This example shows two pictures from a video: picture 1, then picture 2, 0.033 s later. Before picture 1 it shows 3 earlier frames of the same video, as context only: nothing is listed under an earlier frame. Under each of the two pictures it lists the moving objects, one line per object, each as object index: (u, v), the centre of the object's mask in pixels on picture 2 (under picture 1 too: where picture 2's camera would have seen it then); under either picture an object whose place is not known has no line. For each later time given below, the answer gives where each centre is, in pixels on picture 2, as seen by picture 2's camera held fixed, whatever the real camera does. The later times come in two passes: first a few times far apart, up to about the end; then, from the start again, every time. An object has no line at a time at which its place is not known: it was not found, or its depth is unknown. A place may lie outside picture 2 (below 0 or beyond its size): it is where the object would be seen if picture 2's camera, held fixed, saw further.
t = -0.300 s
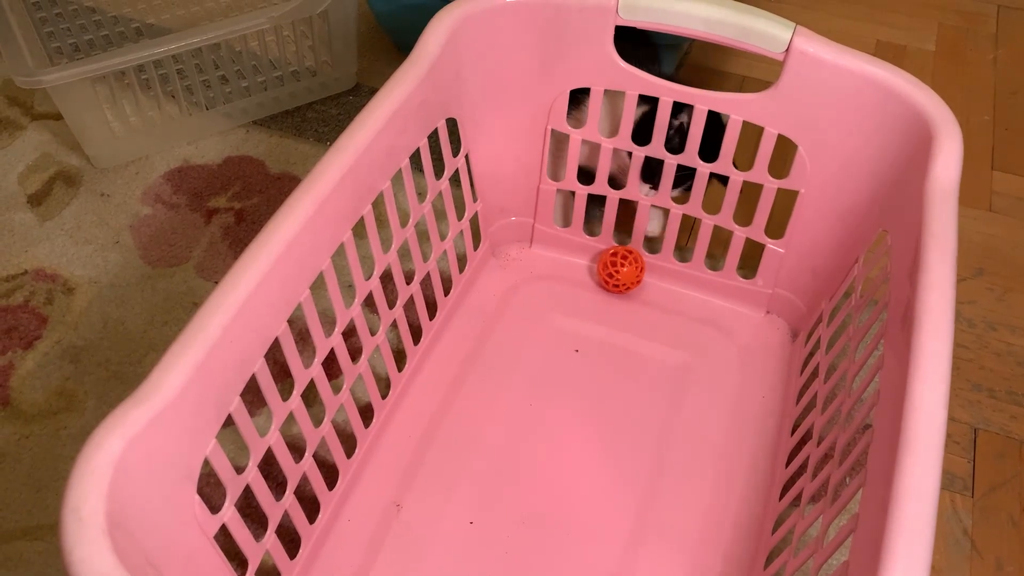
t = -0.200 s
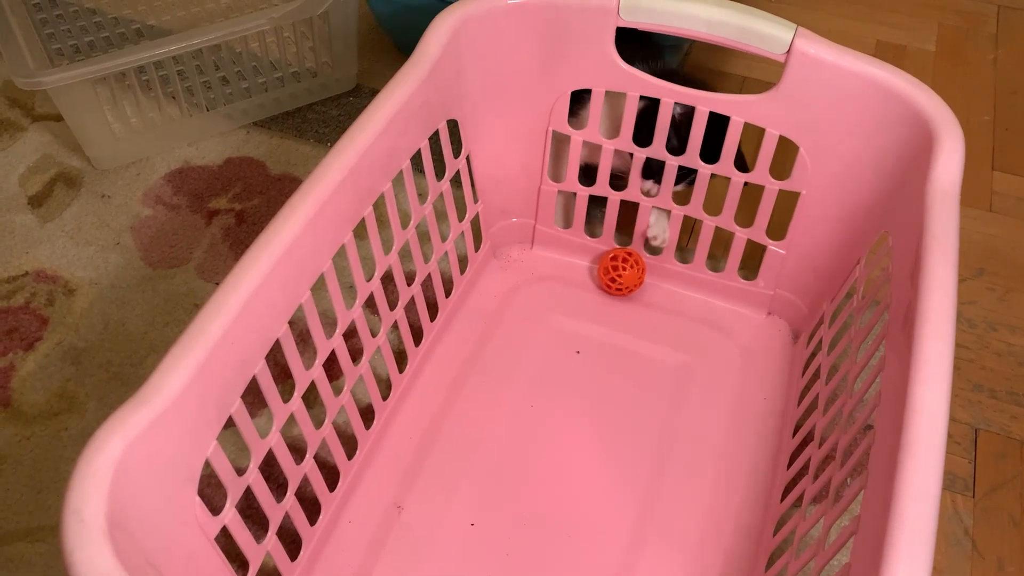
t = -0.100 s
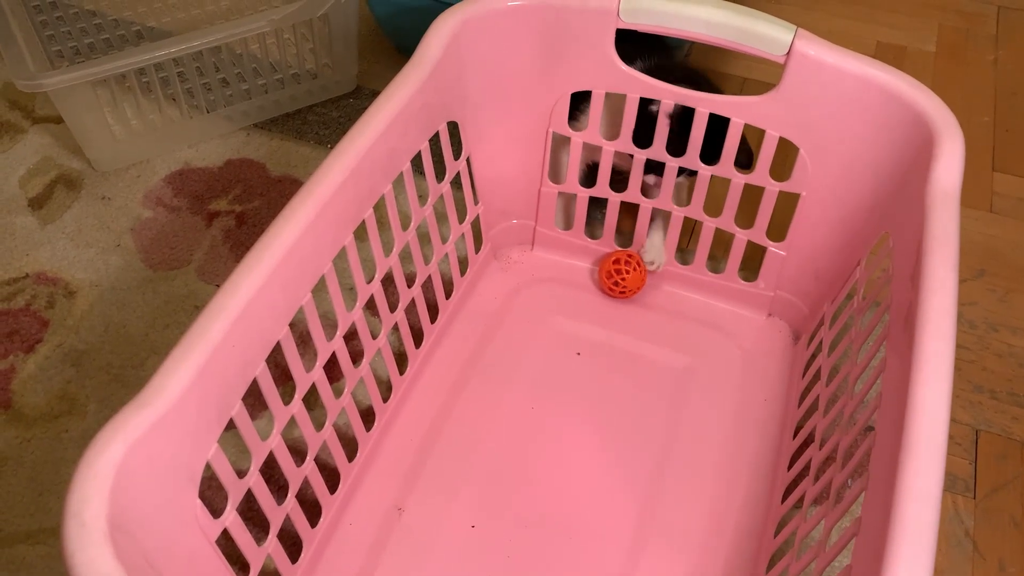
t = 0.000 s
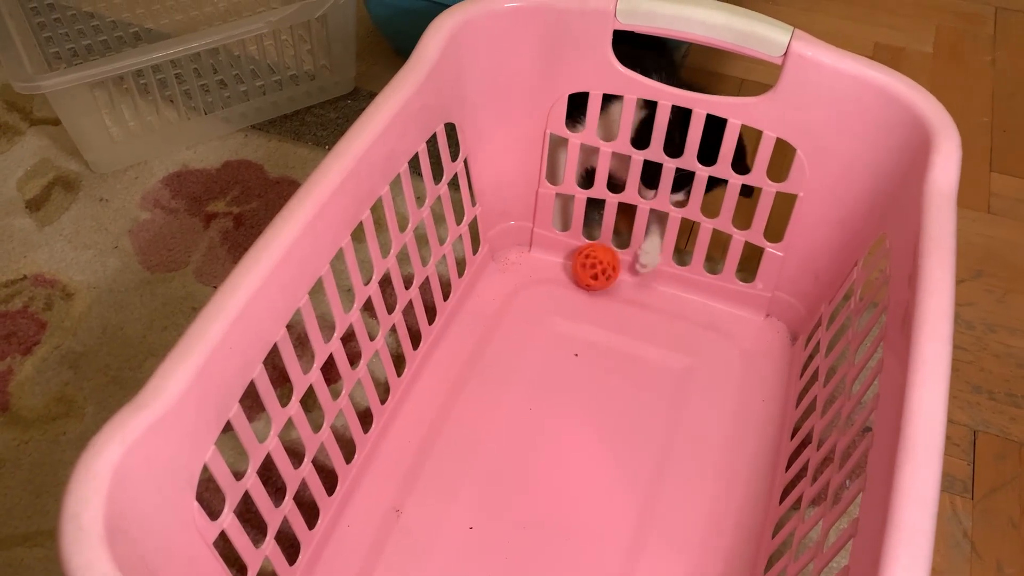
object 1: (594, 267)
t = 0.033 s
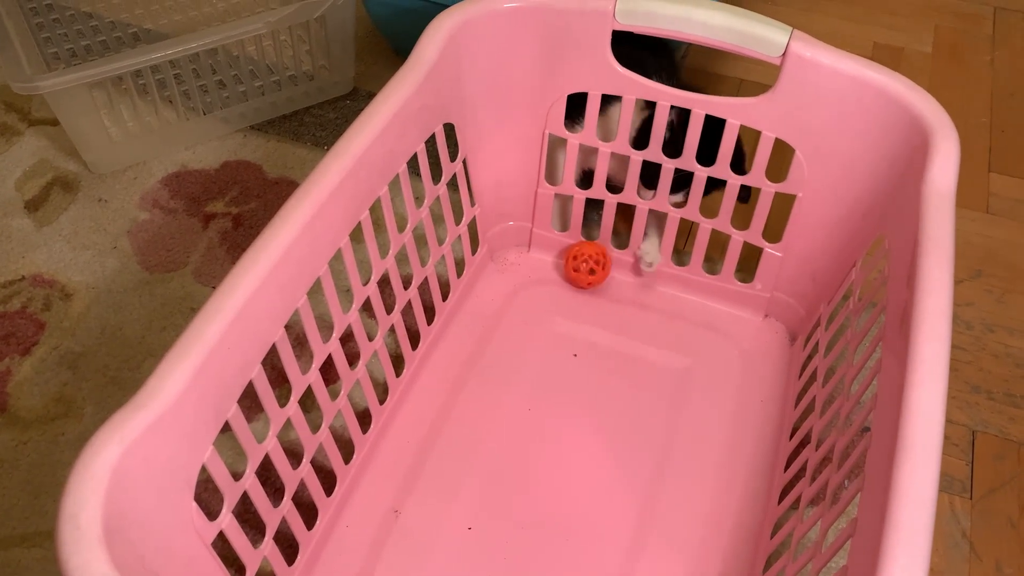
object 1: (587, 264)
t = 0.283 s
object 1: (535, 253)
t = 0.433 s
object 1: (513, 248)
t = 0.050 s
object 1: (583, 263)
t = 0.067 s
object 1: (580, 262)
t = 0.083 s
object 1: (576, 262)
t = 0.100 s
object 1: (573, 261)
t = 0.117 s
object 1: (569, 261)
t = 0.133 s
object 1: (565, 259)
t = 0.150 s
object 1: (561, 259)
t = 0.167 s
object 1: (557, 258)
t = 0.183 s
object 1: (554, 257)
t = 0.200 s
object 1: (551, 256)
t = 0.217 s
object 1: (546, 255)
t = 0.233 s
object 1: (544, 254)
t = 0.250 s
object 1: (541, 254)
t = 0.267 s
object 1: (537, 253)
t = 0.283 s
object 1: (535, 253)
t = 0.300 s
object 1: (532, 252)
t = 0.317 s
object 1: (530, 251)
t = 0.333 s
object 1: (527, 251)
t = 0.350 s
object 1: (525, 250)
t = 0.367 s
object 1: (521, 249)
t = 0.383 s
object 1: (519, 249)
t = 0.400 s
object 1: (516, 249)
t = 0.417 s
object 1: (514, 248)
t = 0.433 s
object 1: (513, 248)
